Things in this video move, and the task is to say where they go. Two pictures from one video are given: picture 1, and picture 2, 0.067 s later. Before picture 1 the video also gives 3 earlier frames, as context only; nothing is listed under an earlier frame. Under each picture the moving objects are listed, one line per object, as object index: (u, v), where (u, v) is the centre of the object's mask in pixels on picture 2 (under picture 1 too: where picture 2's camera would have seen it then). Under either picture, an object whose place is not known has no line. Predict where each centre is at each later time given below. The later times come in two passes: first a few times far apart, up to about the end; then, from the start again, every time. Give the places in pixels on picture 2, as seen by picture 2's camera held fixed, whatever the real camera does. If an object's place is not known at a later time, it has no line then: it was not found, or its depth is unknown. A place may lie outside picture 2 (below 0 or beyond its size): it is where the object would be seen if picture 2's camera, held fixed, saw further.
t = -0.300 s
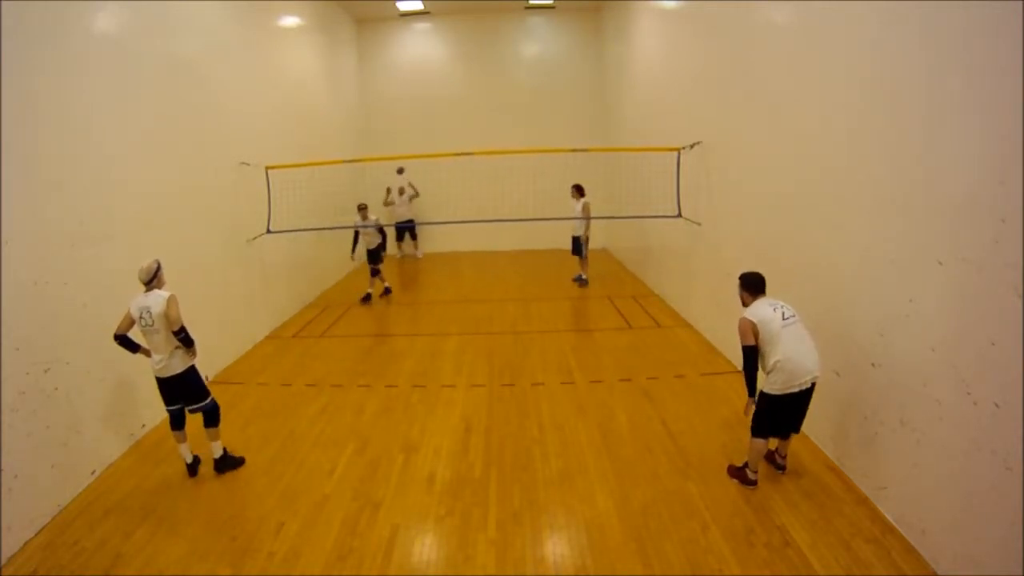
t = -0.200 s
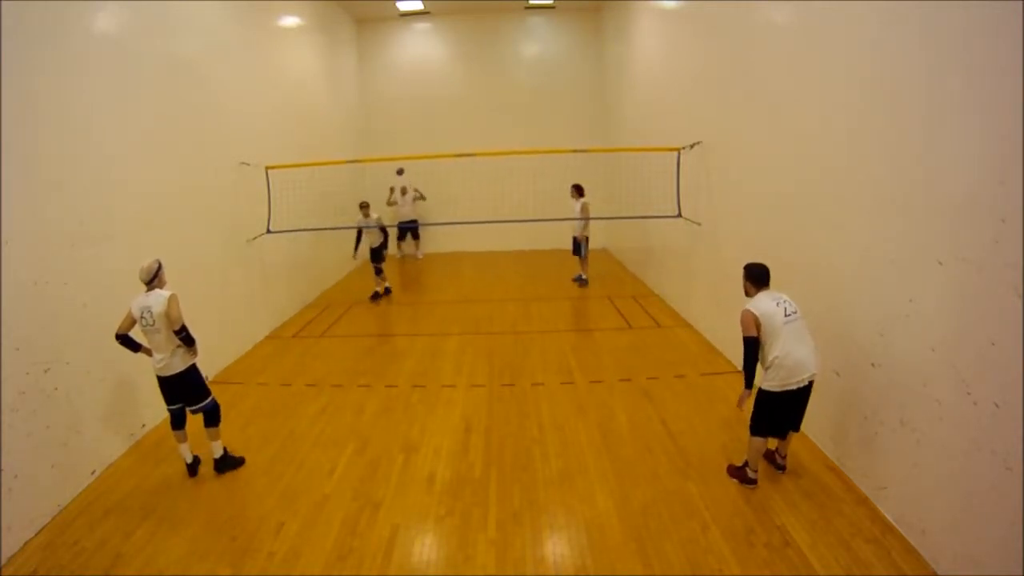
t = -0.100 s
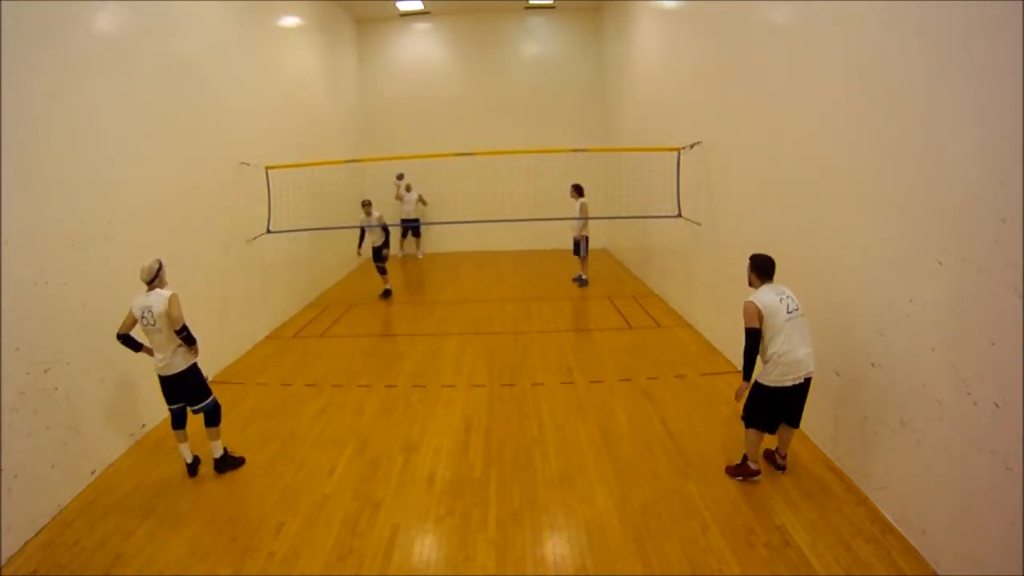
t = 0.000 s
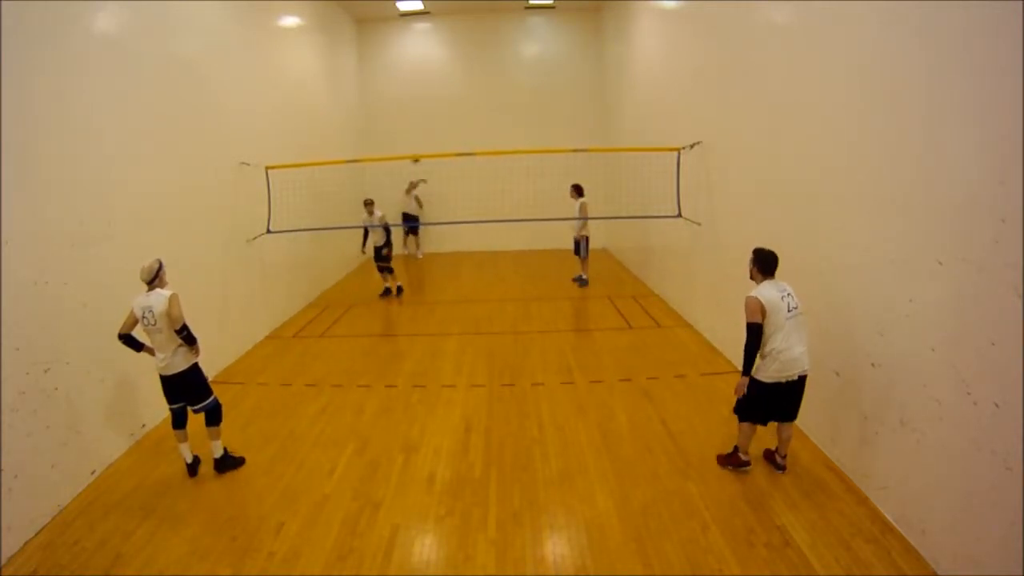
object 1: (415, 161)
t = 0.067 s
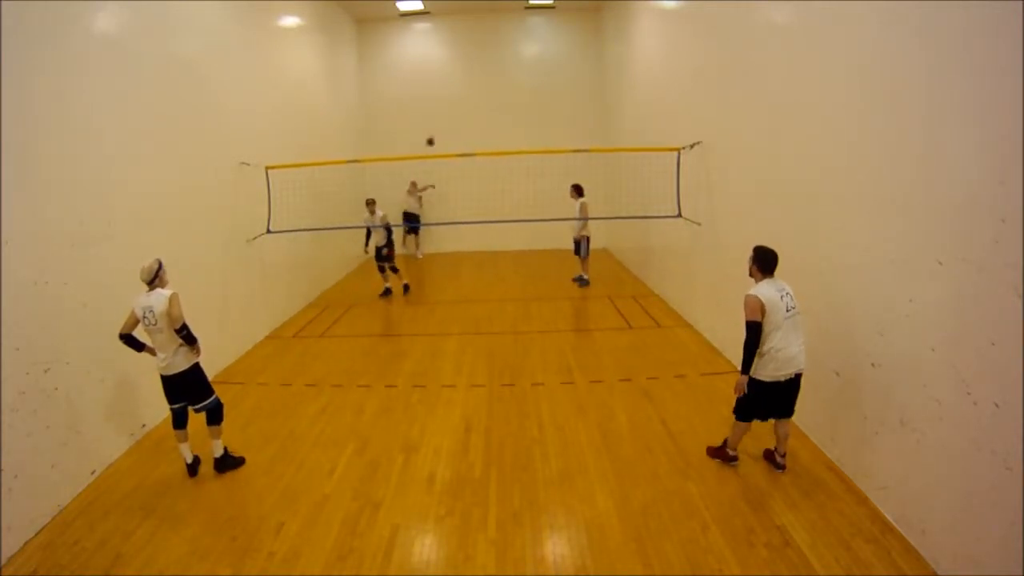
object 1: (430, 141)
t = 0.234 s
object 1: (478, 106)
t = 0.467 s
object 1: (570, 66)
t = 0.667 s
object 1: (683, 57)
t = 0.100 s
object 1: (438, 135)
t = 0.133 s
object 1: (448, 127)
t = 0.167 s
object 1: (457, 119)
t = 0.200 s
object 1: (467, 112)
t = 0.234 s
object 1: (478, 106)
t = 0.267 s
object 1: (488, 98)
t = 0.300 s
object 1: (499, 92)
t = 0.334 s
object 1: (512, 86)
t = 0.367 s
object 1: (525, 80)
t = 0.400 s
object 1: (539, 75)
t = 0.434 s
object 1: (554, 71)
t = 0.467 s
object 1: (570, 66)
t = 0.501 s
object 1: (585, 62)
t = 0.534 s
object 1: (603, 60)
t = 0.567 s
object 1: (621, 58)
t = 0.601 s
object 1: (641, 56)
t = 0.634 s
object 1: (661, 56)
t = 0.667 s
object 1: (683, 57)
